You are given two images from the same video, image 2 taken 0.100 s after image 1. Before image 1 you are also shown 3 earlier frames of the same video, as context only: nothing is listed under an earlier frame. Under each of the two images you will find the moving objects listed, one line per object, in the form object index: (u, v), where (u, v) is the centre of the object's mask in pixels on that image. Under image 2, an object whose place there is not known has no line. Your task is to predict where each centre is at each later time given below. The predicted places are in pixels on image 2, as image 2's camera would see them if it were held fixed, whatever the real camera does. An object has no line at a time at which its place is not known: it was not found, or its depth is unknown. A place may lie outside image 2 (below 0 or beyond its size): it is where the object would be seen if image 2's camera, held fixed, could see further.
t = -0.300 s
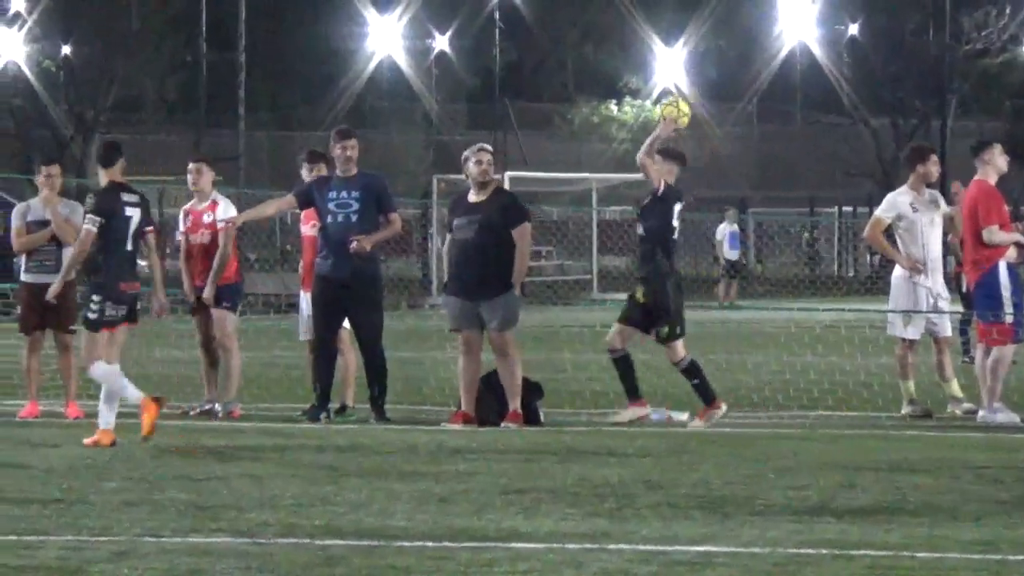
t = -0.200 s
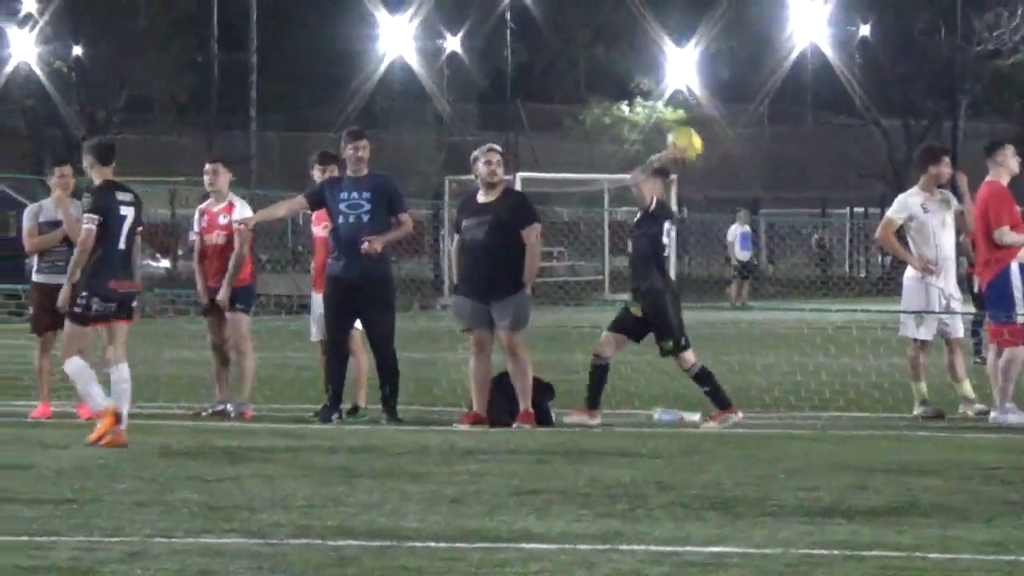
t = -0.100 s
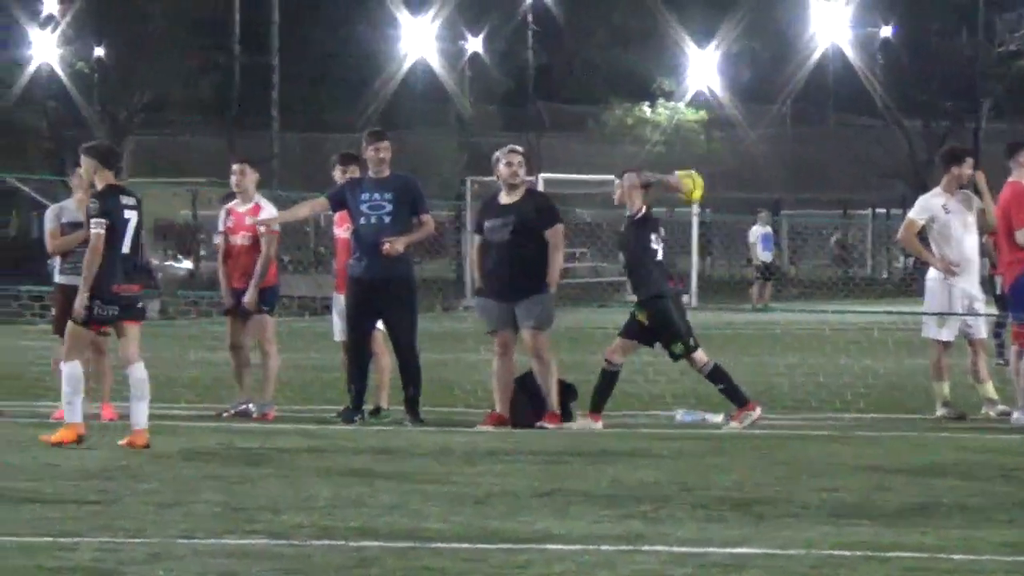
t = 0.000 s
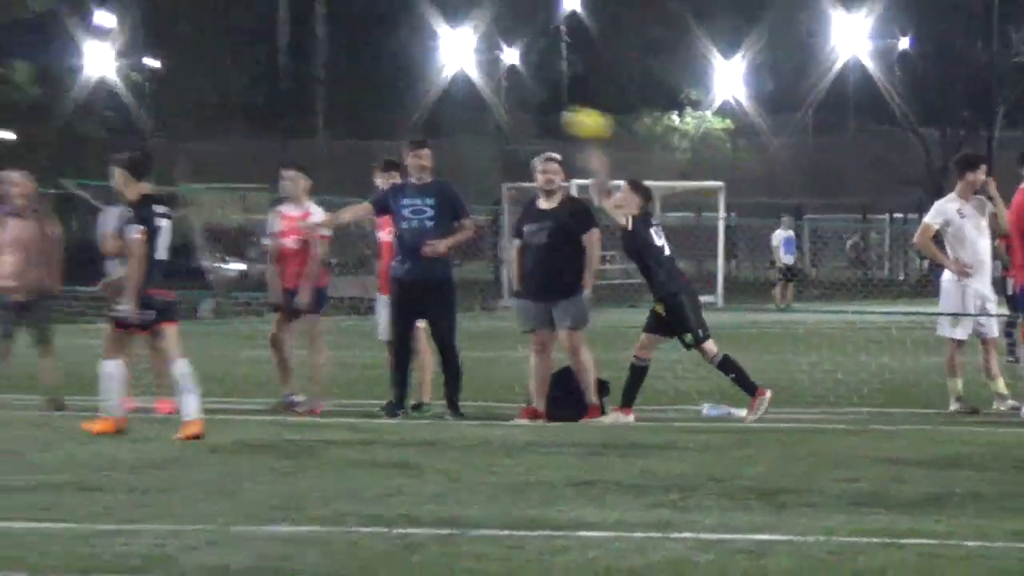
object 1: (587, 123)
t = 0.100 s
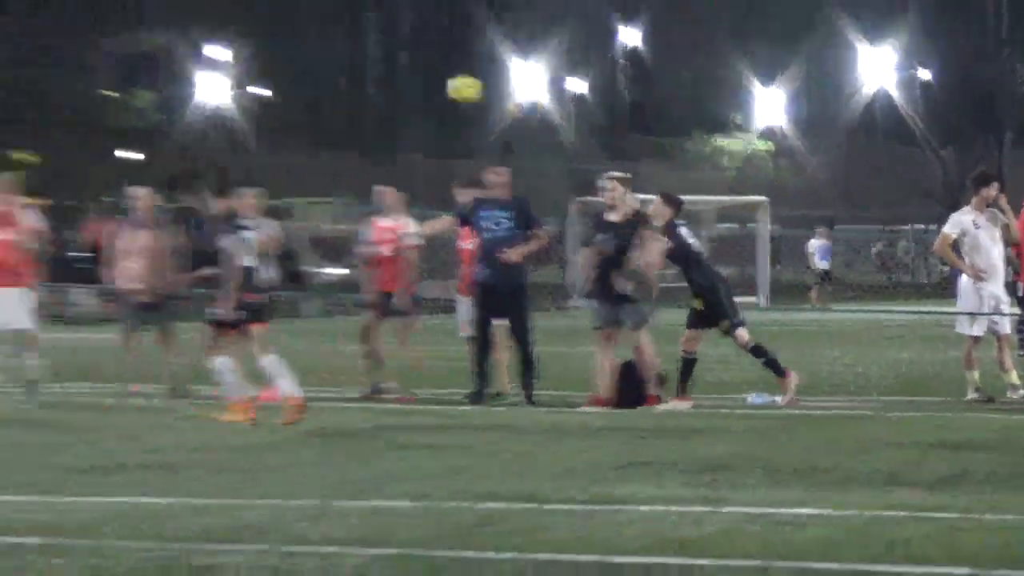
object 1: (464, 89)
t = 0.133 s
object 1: (407, 81)
